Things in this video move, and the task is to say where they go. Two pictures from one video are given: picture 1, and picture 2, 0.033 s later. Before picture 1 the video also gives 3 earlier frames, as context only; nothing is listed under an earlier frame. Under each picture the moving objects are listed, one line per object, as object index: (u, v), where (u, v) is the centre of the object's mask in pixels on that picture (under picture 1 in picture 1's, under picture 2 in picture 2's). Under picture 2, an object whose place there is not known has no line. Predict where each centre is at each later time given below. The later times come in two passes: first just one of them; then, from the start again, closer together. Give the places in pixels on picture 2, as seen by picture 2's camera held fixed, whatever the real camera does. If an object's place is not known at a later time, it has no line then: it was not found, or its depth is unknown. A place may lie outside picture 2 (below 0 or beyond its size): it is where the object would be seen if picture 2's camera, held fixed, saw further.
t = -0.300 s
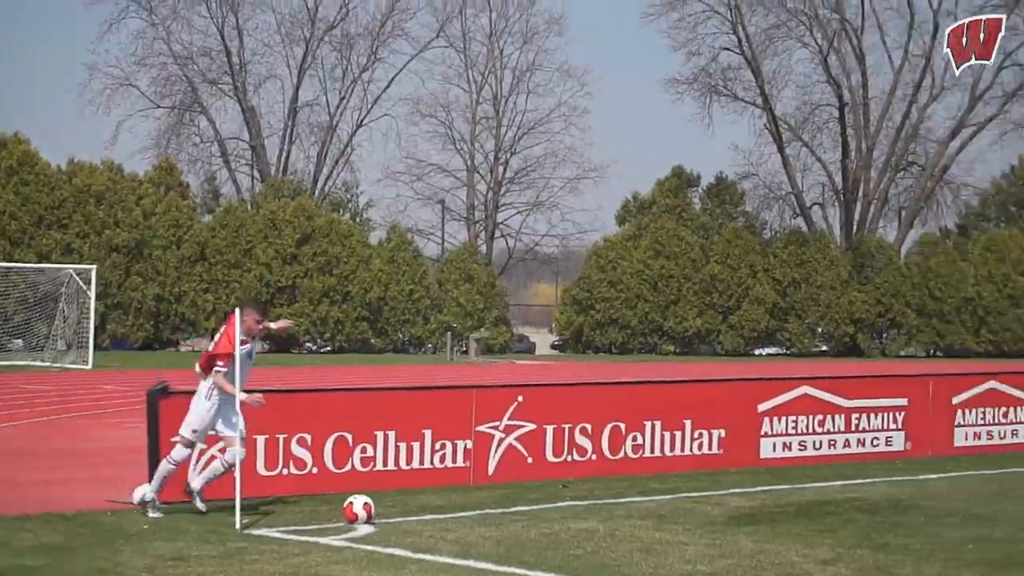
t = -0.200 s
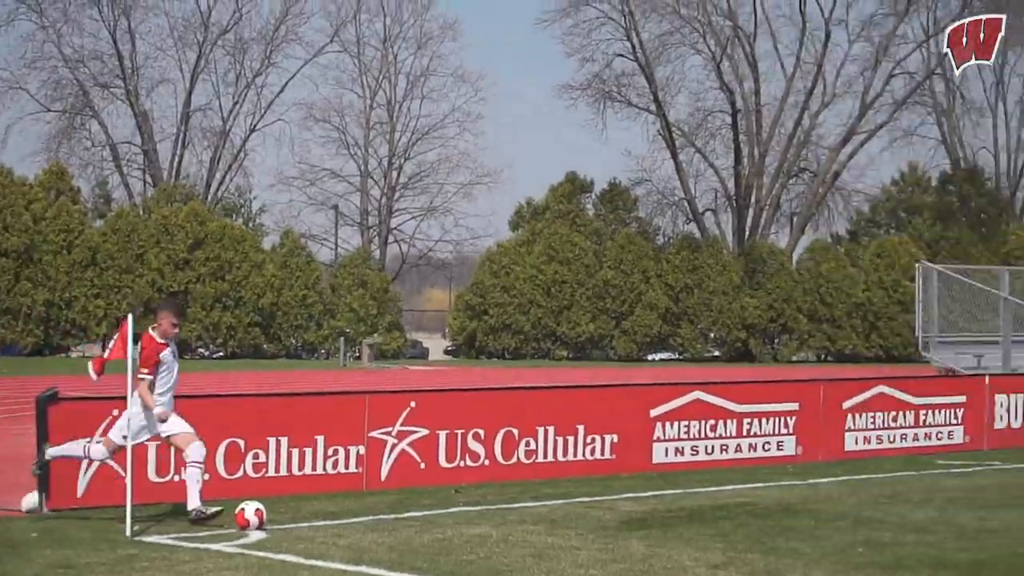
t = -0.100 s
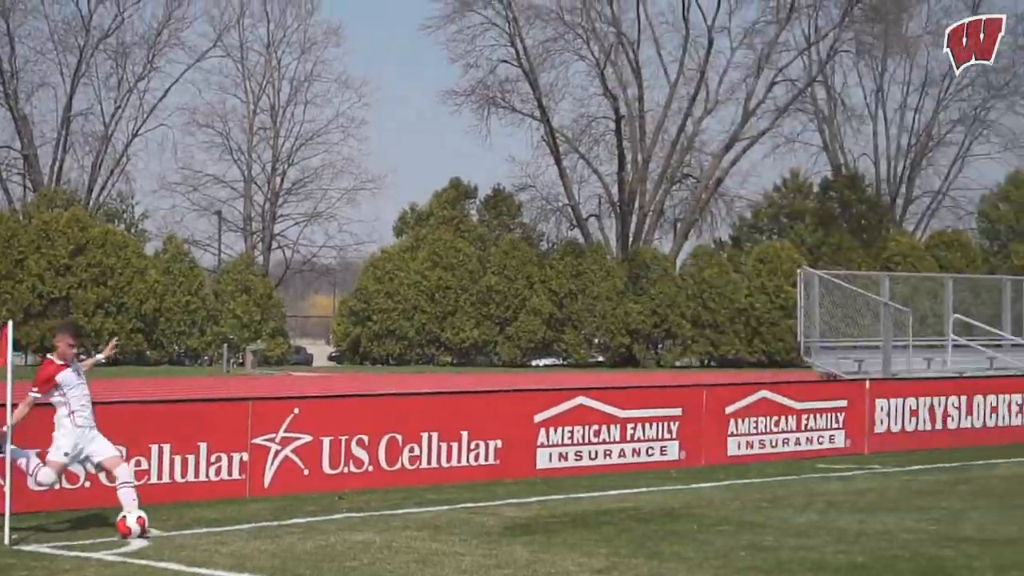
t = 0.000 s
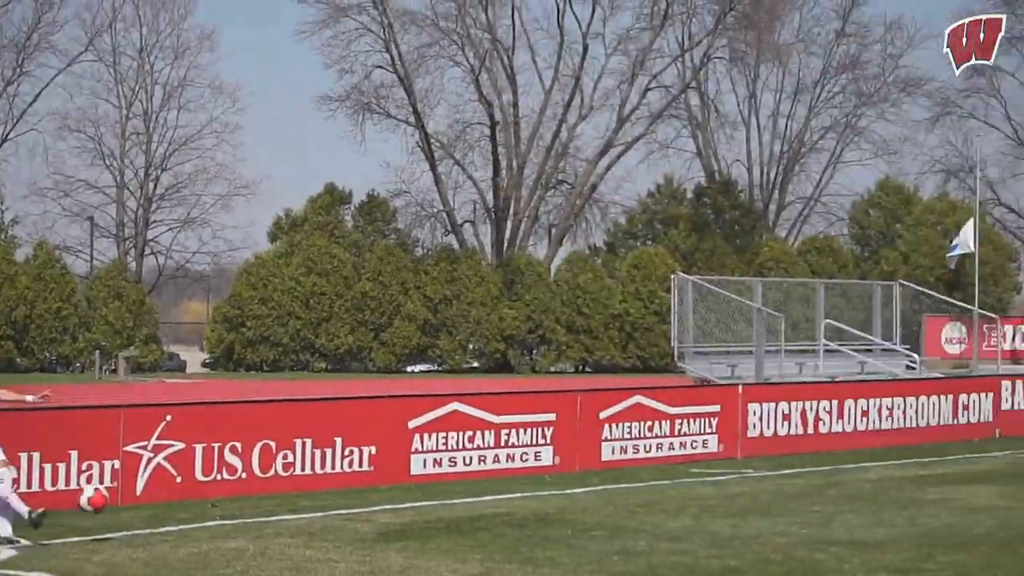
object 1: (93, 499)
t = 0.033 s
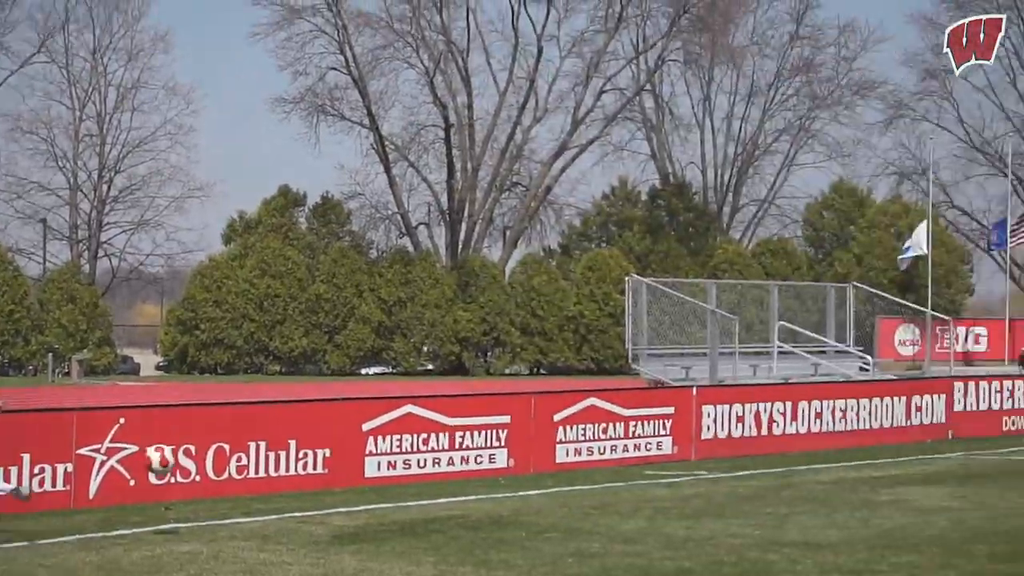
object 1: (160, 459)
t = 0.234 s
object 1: (704, 276)
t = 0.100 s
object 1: (371, 384)
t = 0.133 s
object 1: (464, 354)
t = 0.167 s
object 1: (549, 323)
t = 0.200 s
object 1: (630, 299)
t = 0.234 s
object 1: (704, 276)
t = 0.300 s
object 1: (838, 233)
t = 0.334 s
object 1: (900, 216)
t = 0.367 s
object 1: (962, 200)
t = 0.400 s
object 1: (1021, 186)
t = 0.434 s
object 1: (1078, 174)
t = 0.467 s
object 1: (1130, 164)
